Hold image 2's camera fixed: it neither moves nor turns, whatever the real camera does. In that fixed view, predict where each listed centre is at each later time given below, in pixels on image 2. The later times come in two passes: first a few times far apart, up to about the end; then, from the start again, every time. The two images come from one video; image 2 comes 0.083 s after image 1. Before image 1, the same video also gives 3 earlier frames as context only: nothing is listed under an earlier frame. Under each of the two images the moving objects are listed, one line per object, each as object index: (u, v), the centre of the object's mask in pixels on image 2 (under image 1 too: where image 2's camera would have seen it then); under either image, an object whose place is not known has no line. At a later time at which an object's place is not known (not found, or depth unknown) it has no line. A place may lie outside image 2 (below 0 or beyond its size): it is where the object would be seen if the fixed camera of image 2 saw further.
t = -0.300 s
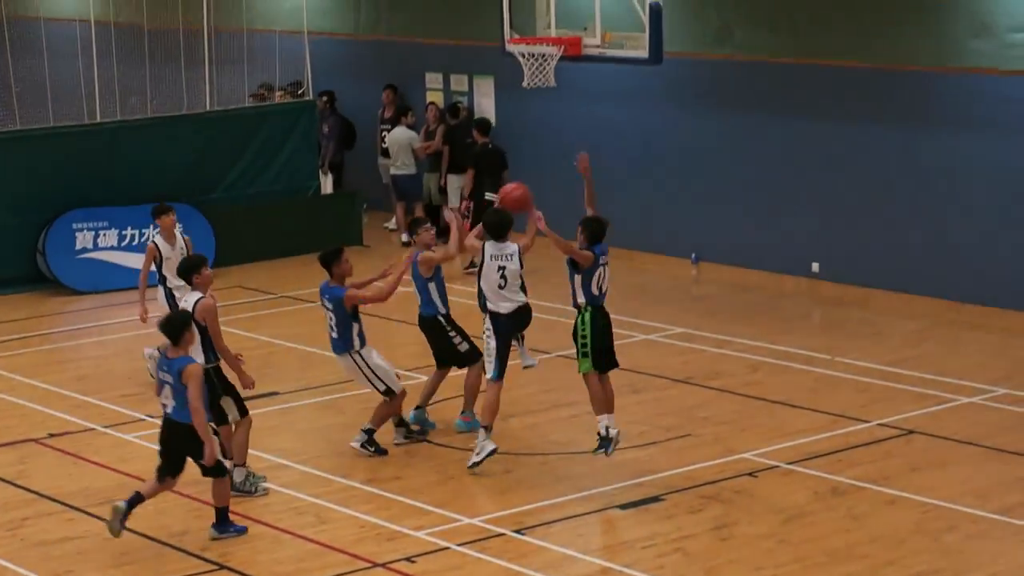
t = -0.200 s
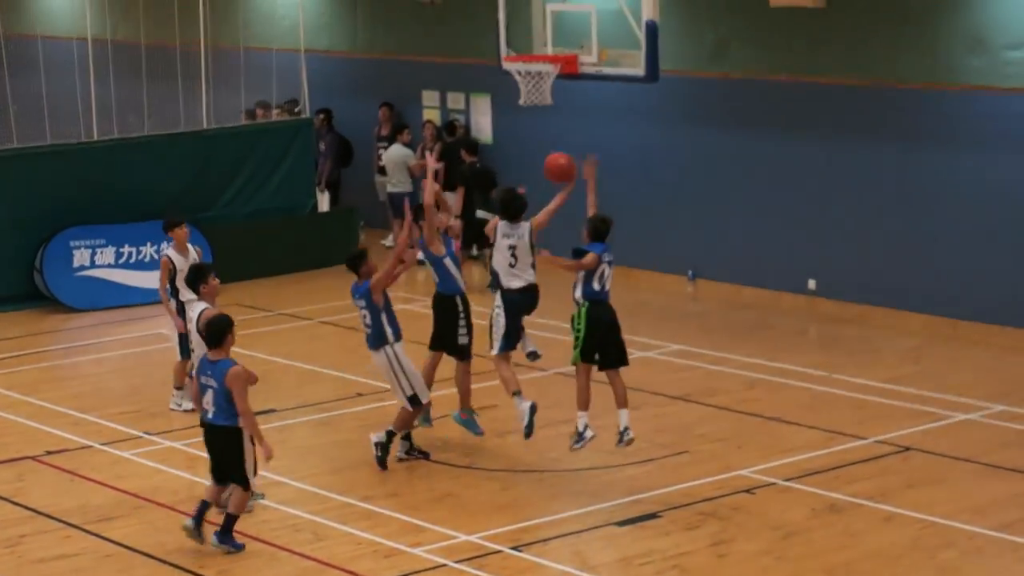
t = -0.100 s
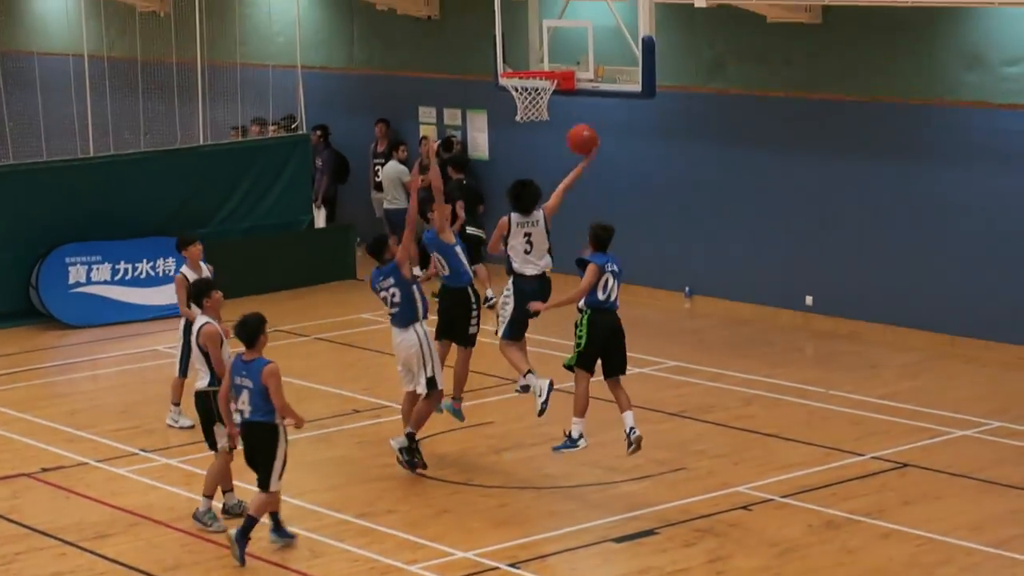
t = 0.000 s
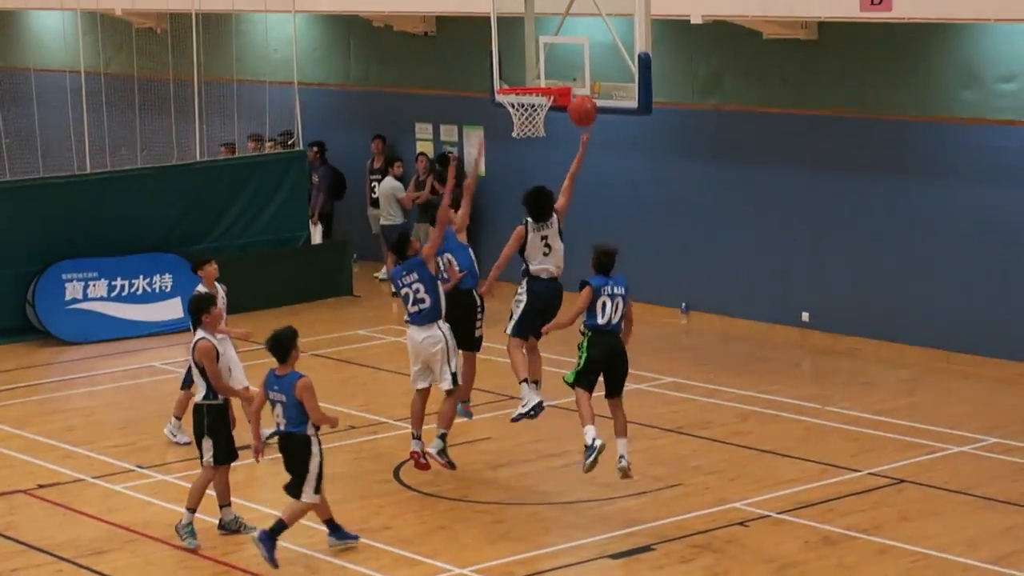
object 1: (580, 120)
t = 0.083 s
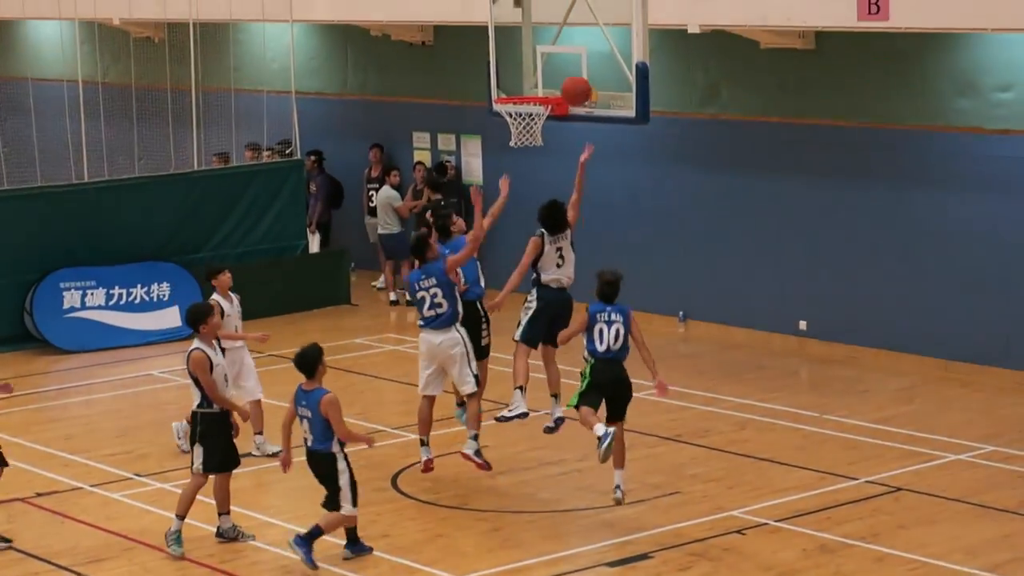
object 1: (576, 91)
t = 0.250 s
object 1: (567, 58)
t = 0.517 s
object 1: (521, 70)
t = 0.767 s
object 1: (523, 81)
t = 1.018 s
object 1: (540, 80)
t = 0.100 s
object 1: (575, 85)
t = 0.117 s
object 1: (574, 81)
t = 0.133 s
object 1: (573, 77)
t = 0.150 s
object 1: (572, 74)
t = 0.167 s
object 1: (572, 70)
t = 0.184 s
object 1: (571, 67)
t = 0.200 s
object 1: (571, 64)
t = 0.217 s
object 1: (570, 62)
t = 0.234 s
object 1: (570, 60)
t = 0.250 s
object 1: (567, 58)
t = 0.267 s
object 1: (564, 56)
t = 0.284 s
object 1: (561, 54)
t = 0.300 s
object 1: (558, 53)
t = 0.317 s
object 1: (555, 53)
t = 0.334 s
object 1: (552, 52)
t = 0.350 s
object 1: (549, 52)
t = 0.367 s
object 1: (547, 52)
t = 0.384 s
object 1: (543, 53)
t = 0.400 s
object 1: (541, 54)
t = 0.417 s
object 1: (538, 55)
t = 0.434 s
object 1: (535, 57)
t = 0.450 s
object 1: (532, 59)
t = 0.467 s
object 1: (529, 61)
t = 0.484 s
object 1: (526, 64)
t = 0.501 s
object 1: (523, 67)
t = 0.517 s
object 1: (521, 70)
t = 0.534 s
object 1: (518, 74)
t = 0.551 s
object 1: (515, 78)
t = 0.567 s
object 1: (513, 83)
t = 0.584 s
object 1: (510, 86)
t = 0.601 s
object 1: (510, 86)
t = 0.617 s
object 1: (511, 84)
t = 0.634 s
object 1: (513, 82)
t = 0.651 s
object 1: (514, 81)
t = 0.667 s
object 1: (515, 81)
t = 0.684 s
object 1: (516, 80)
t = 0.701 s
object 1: (518, 79)
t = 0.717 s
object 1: (520, 79)
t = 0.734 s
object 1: (521, 79)
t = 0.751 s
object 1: (522, 80)
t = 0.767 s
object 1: (523, 81)
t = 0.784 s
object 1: (525, 82)
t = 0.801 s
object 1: (527, 85)
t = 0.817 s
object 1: (528, 85)
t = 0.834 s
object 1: (529, 83)
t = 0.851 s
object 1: (530, 81)
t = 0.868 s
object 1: (531, 79)
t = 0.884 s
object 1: (532, 78)
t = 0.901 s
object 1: (533, 77)
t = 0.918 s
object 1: (534, 77)
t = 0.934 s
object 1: (535, 76)
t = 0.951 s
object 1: (536, 76)
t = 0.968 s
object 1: (537, 77)
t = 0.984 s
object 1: (538, 78)
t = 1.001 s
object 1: (539, 78)
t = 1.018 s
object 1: (540, 80)
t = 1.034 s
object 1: (542, 82)
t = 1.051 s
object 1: (543, 84)
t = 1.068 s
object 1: (544, 87)
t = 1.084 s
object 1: (545, 90)
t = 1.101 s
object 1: (546, 93)
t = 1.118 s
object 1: (547, 96)
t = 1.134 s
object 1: (548, 101)
